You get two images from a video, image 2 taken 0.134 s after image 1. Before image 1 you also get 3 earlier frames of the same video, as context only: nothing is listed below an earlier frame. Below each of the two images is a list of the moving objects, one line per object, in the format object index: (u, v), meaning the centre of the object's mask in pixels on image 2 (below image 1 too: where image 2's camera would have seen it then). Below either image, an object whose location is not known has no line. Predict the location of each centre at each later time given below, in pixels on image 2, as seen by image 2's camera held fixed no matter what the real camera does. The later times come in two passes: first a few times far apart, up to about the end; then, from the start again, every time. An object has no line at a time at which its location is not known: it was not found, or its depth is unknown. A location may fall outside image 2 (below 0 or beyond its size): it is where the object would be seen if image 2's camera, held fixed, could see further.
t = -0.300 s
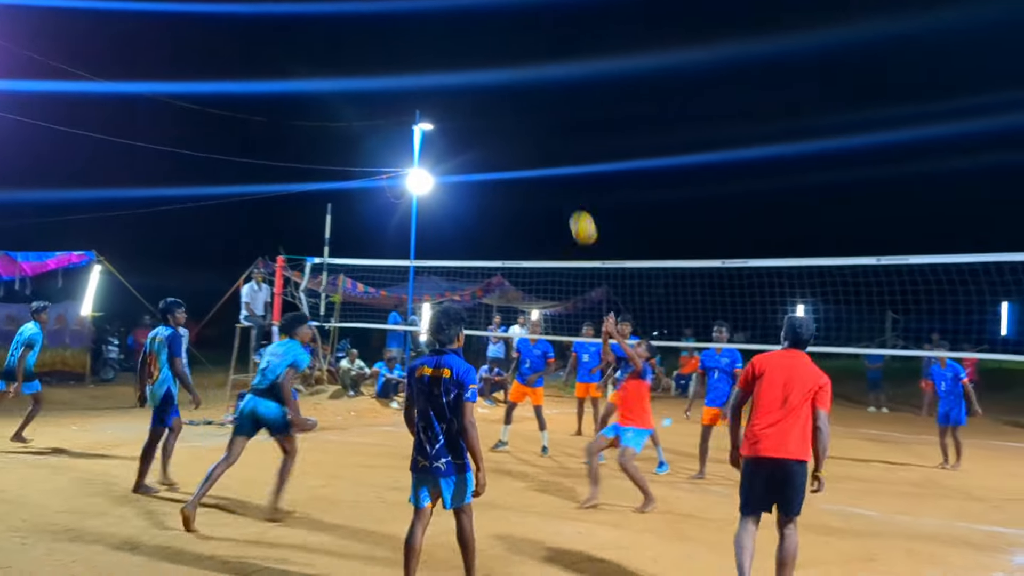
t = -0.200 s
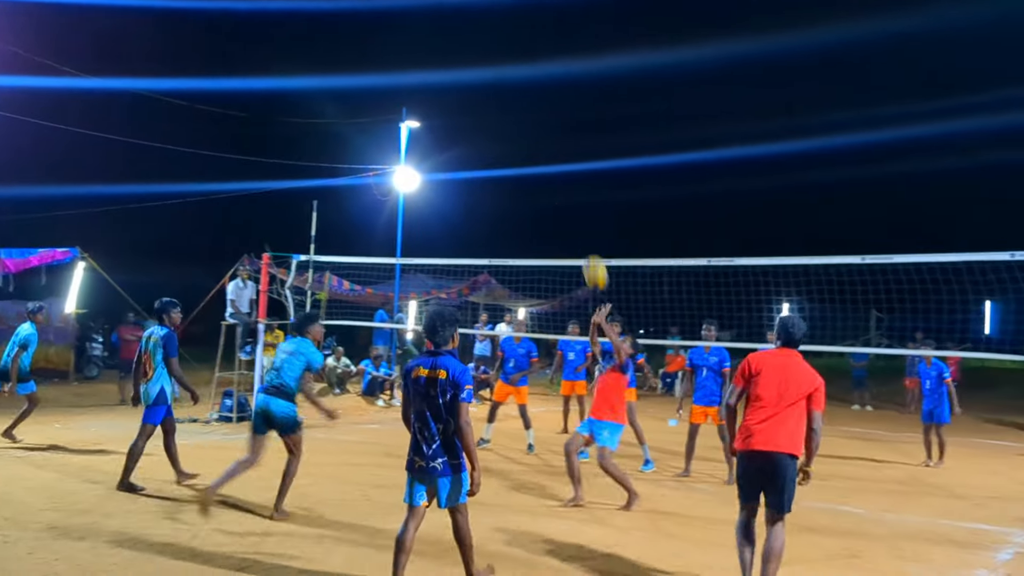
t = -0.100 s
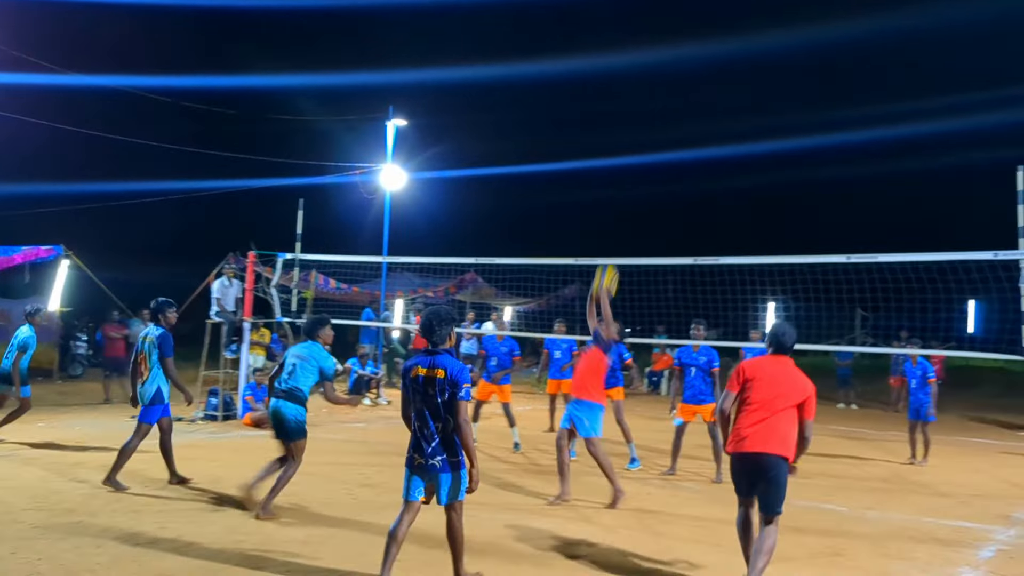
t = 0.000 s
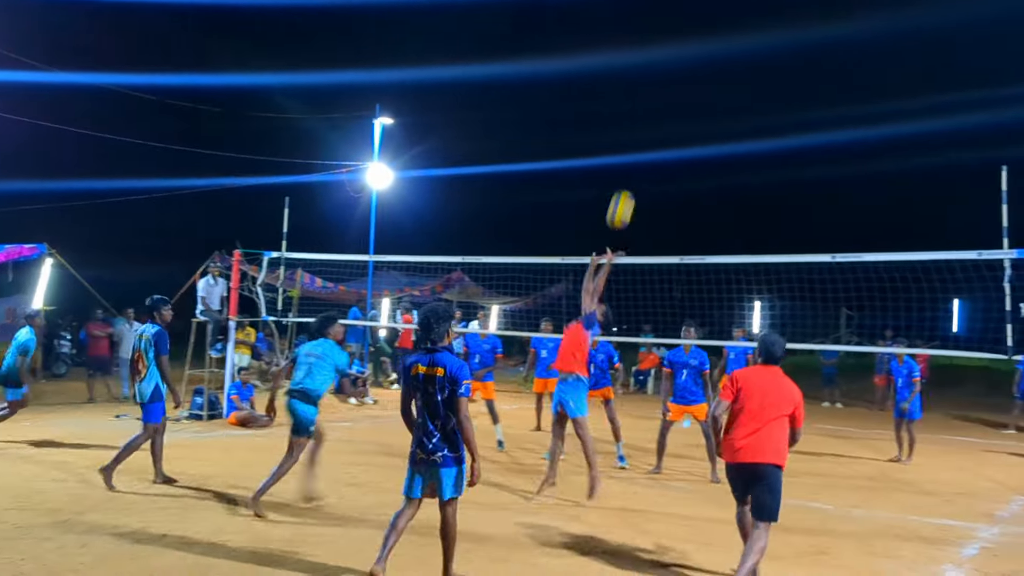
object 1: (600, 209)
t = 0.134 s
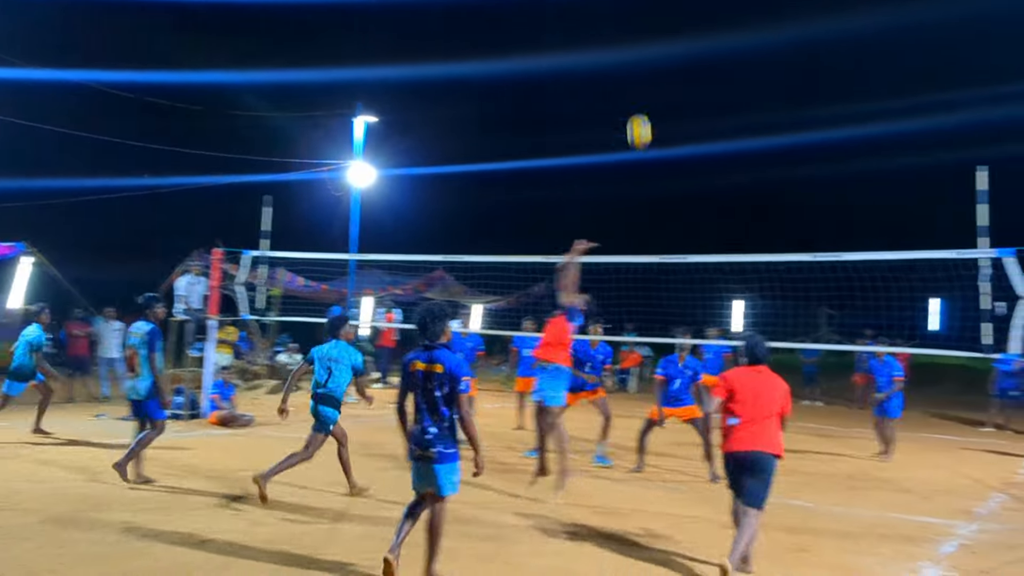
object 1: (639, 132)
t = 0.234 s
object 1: (666, 86)
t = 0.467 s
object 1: (724, 24)
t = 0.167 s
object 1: (648, 115)
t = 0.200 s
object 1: (658, 100)
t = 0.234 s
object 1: (666, 86)
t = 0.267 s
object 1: (675, 74)
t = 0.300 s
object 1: (683, 62)
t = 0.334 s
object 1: (692, 52)
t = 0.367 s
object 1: (700, 44)
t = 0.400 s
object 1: (708, 36)
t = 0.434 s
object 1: (716, 30)
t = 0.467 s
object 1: (724, 24)
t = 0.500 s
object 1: (733, 20)
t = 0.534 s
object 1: (740, 18)
